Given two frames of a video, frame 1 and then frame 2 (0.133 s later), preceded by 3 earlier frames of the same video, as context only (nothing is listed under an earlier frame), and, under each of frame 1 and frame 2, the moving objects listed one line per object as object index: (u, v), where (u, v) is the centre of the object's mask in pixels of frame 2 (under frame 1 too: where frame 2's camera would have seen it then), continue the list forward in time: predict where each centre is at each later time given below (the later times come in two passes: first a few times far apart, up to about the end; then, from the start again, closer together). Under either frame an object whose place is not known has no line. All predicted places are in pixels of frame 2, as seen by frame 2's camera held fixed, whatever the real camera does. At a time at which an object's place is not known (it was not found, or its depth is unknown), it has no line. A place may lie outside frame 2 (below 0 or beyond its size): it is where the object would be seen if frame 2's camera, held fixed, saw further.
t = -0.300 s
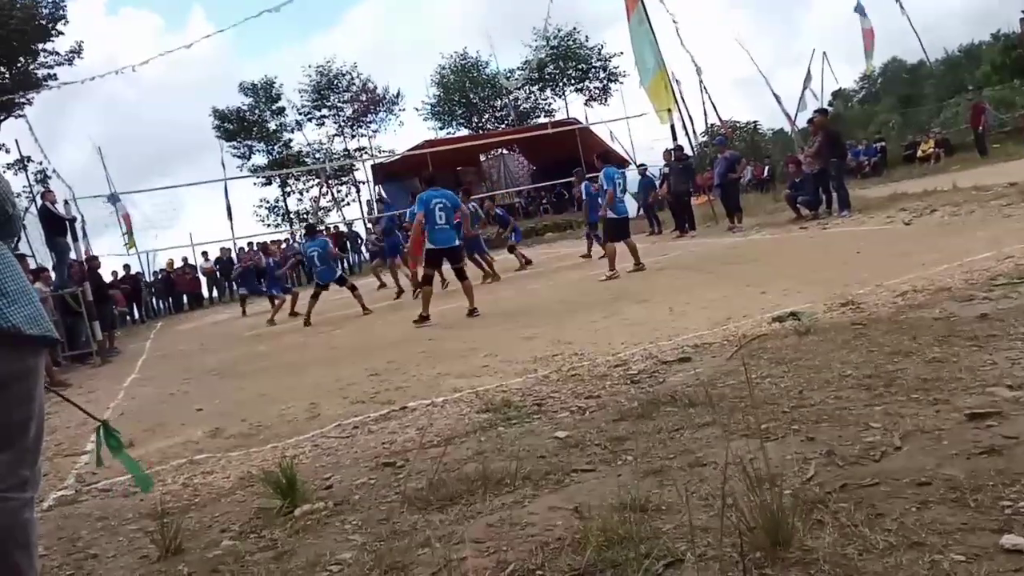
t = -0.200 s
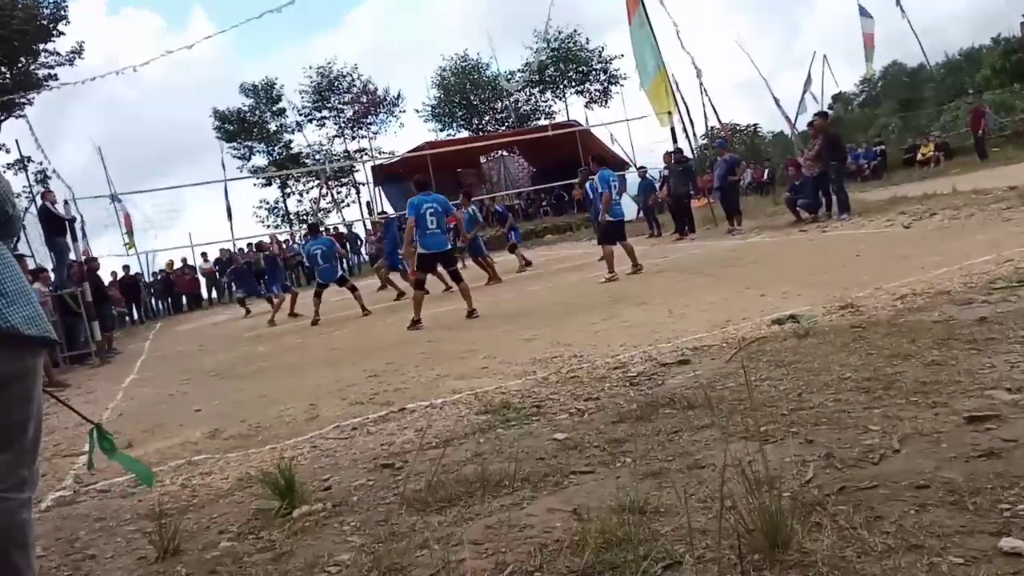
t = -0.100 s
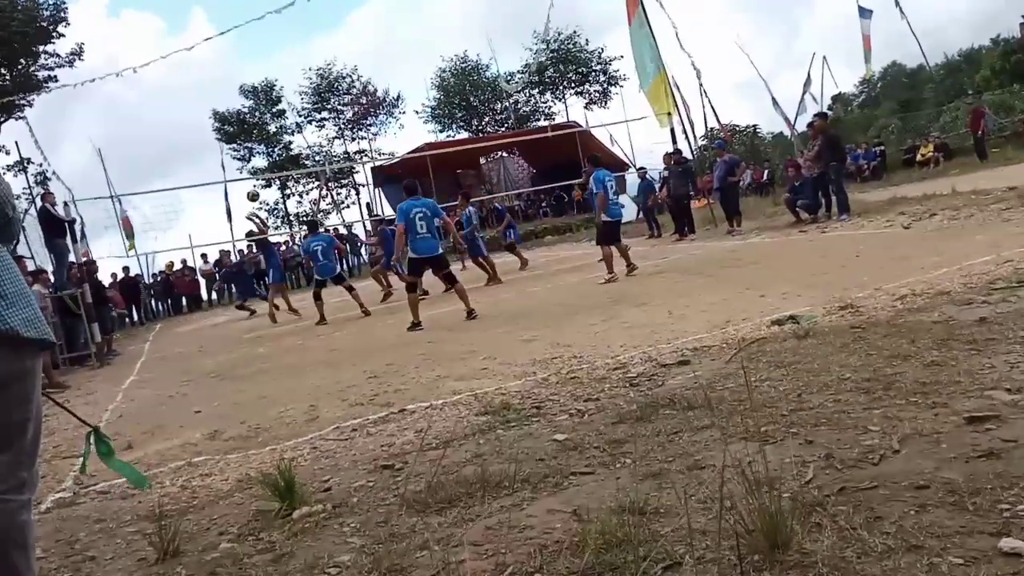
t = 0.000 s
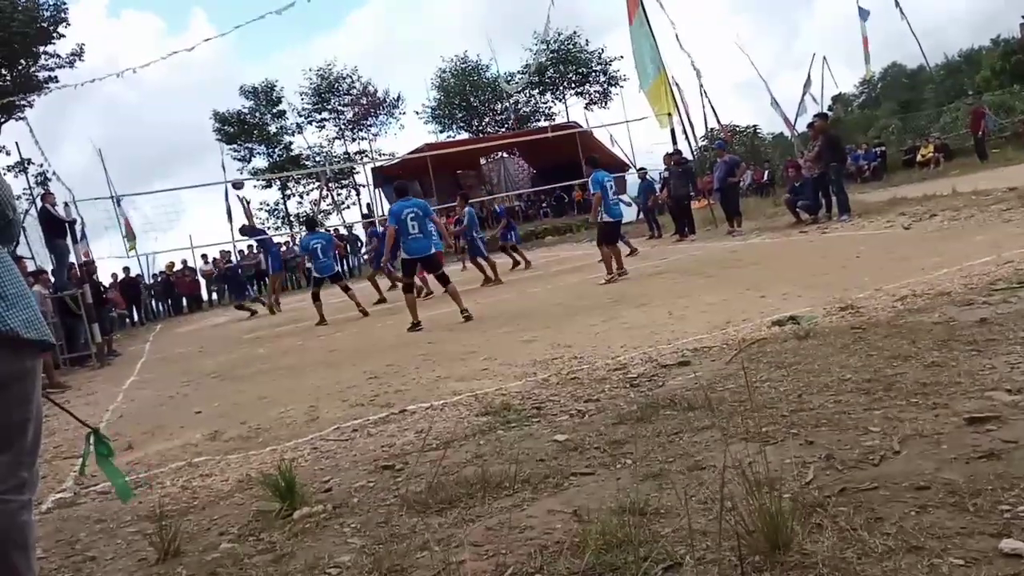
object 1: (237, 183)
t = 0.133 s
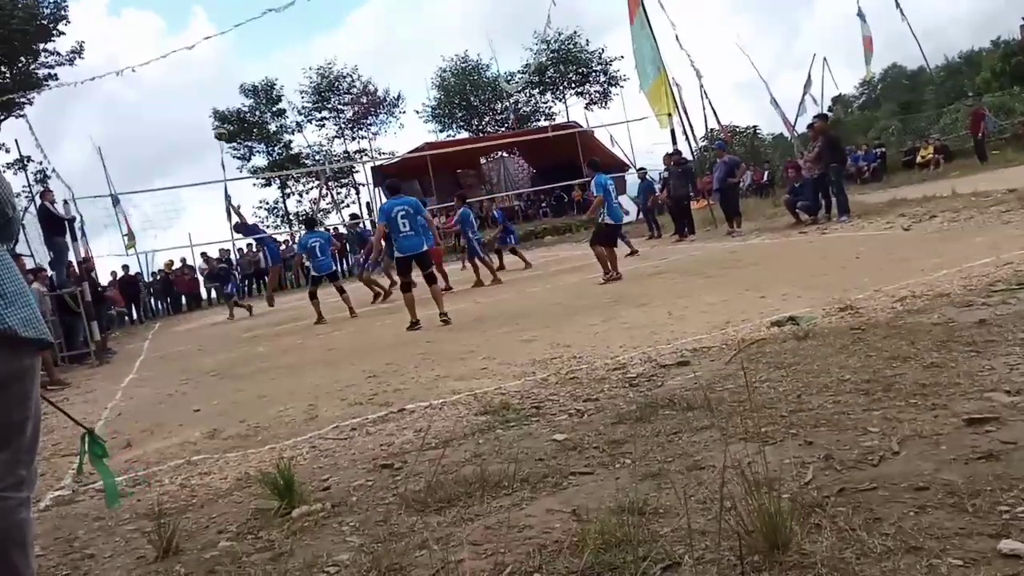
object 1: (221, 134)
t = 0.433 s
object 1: (190, 63)
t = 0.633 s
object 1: (176, 44)
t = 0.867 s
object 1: (167, 52)
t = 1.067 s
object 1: (164, 83)
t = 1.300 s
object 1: (169, 149)
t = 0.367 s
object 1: (196, 74)
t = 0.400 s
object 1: (193, 68)
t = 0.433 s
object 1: (190, 63)
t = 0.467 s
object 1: (188, 58)
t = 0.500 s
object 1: (185, 54)
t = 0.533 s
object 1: (183, 51)
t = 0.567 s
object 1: (181, 48)
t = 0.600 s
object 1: (178, 46)
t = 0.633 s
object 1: (176, 44)
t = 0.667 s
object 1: (175, 44)
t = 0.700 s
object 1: (173, 43)
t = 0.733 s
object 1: (171, 44)
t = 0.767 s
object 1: (170, 45)
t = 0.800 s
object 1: (169, 46)
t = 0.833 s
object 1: (168, 49)
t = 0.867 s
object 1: (167, 52)
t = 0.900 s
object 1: (166, 55)
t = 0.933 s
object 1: (165, 60)
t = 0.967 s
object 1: (165, 65)
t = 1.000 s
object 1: (165, 70)
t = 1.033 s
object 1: (164, 76)
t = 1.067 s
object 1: (164, 83)
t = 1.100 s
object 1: (164, 90)
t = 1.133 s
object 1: (165, 99)
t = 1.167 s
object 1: (165, 107)
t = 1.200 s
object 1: (166, 116)
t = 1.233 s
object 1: (167, 126)
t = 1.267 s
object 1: (168, 137)
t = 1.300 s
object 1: (169, 149)
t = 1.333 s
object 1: (170, 160)
